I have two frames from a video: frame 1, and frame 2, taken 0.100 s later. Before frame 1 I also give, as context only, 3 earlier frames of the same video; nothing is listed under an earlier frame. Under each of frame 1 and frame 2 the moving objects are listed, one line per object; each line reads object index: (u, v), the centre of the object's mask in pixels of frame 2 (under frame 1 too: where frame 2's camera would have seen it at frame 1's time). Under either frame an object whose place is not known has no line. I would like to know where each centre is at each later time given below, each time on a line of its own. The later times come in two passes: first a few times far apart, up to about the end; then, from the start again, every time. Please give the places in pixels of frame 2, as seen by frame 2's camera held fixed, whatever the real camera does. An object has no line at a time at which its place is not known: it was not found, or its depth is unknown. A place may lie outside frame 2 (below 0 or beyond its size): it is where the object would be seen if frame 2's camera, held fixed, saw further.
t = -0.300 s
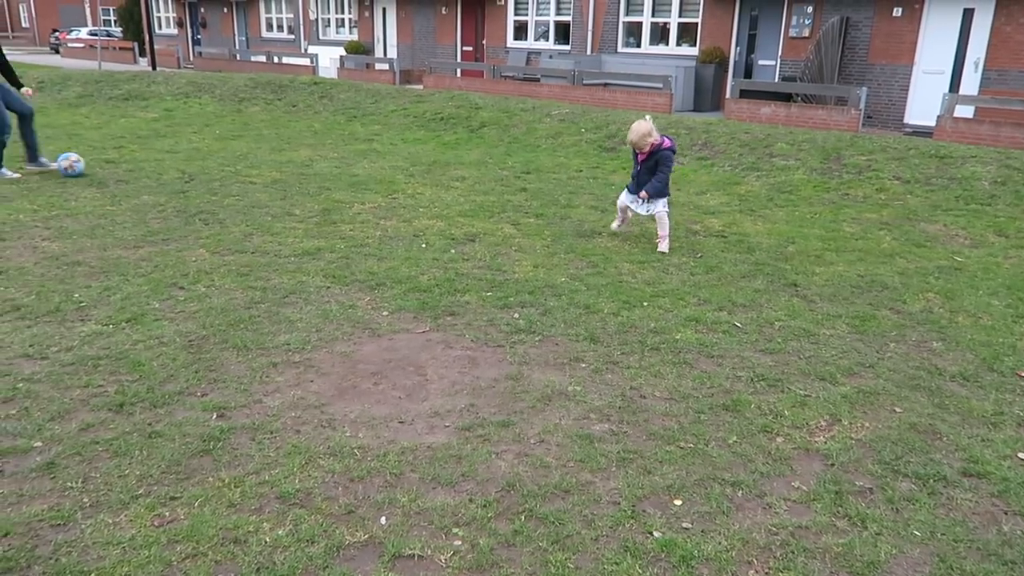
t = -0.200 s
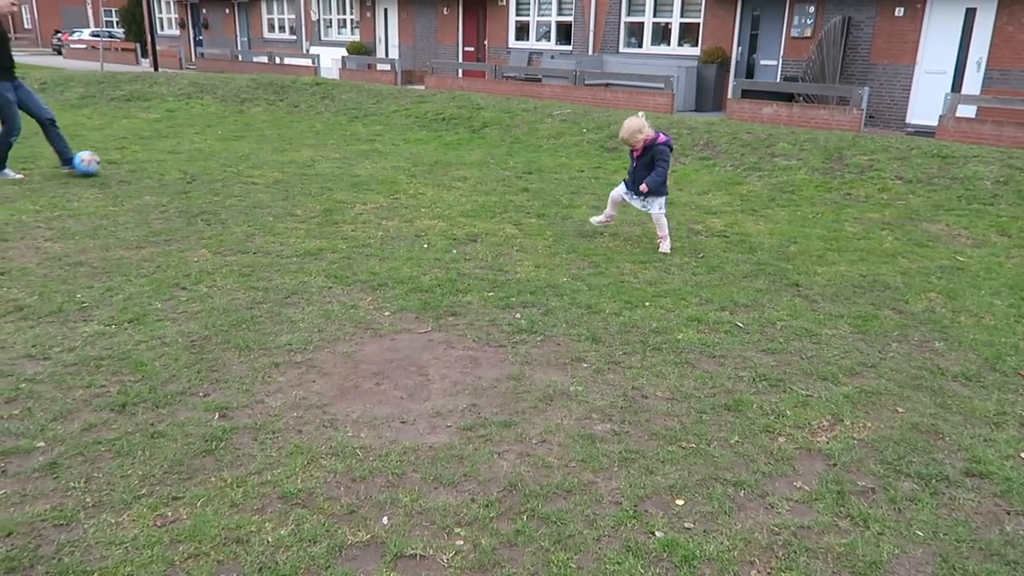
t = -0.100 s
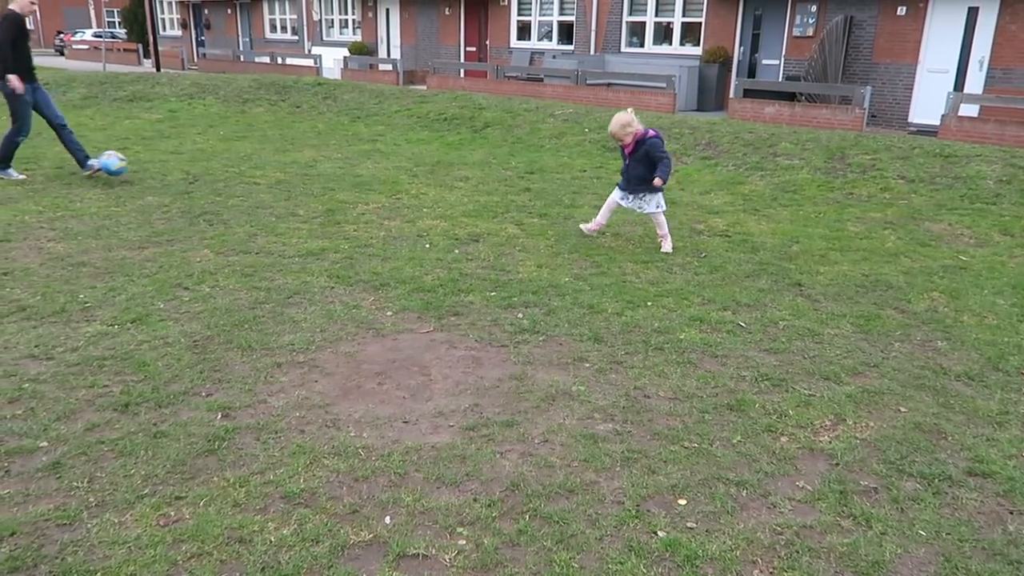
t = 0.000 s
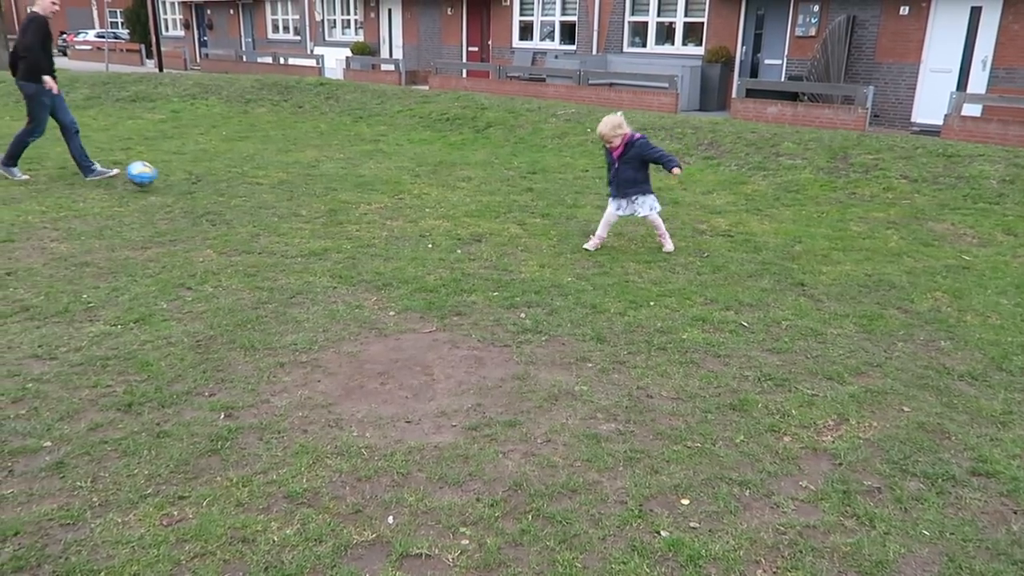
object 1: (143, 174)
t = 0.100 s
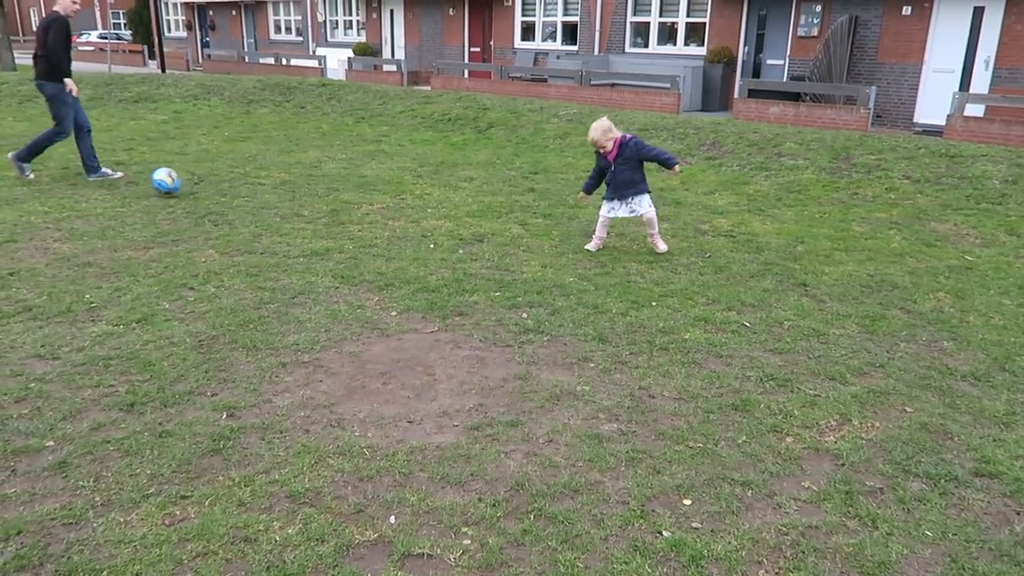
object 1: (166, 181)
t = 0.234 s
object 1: (191, 189)
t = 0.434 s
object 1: (226, 194)
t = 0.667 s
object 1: (263, 202)
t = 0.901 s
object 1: (300, 210)
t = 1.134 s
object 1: (337, 216)
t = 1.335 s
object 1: (370, 224)
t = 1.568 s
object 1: (402, 231)
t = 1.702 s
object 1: (421, 234)
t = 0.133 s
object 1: (172, 181)
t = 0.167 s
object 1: (178, 183)
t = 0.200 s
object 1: (185, 186)
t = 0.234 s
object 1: (191, 189)
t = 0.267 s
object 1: (197, 189)
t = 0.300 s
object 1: (202, 189)
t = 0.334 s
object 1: (208, 190)
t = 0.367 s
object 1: (213, 193)
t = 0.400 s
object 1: (220, 195)
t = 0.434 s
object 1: (226, 194)
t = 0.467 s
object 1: (231, 195)
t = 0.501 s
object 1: (238, 197)
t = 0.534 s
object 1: (243, 199)
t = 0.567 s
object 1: (248, 200)
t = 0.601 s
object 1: (254, 201)
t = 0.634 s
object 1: (259, 203)
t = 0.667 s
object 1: (263, 202)
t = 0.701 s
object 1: (268, 203)
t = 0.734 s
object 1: (273, 204)
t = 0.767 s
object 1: (279, 206)
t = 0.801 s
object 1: (285, 206)
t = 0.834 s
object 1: (290, 209)
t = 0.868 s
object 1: (296, 210)
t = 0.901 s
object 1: (300, 210)
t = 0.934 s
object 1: (306, 211)
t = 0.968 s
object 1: (312, 213)
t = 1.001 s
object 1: (316, 214)
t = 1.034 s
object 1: (322, 216)
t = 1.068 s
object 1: (327, 216)
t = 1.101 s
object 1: (331, 215)
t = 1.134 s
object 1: (337, 216)
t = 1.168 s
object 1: (343, 218)
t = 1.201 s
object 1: (349, 219)
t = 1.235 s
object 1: (354, 219)
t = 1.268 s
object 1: (358, 221)
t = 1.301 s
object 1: (364, 224)
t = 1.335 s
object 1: (370, 224)
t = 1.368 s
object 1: (374, 223)
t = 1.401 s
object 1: (378, 224)
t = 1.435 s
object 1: (383, 225)
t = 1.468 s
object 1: (388, 227)
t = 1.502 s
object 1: (393, 229)
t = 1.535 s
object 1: (398, 231)
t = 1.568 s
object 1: (402, 231)
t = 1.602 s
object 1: (407, 232)
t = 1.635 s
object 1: (412, 232)
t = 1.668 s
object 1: (417, 233)
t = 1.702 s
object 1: (421, 234)
